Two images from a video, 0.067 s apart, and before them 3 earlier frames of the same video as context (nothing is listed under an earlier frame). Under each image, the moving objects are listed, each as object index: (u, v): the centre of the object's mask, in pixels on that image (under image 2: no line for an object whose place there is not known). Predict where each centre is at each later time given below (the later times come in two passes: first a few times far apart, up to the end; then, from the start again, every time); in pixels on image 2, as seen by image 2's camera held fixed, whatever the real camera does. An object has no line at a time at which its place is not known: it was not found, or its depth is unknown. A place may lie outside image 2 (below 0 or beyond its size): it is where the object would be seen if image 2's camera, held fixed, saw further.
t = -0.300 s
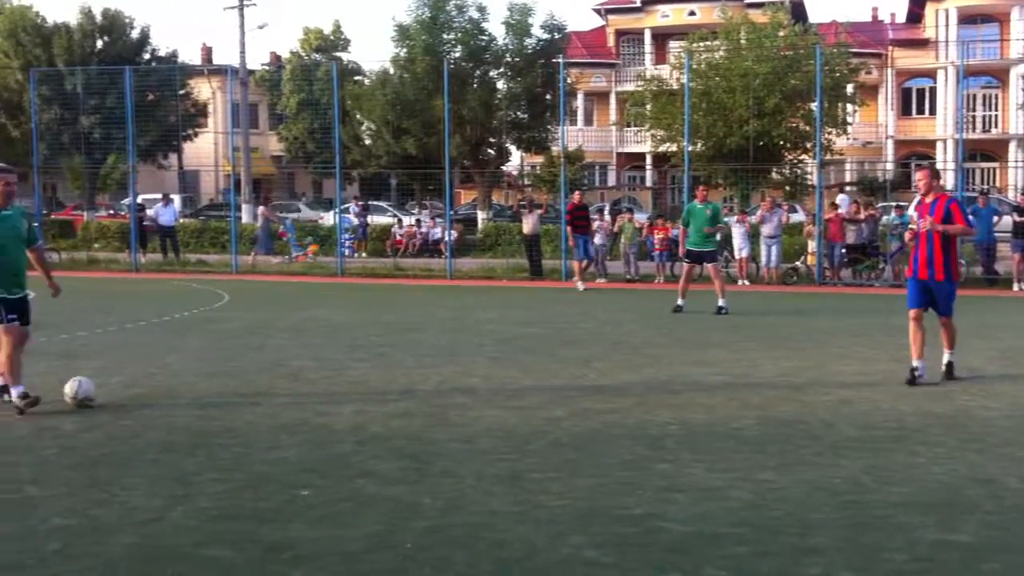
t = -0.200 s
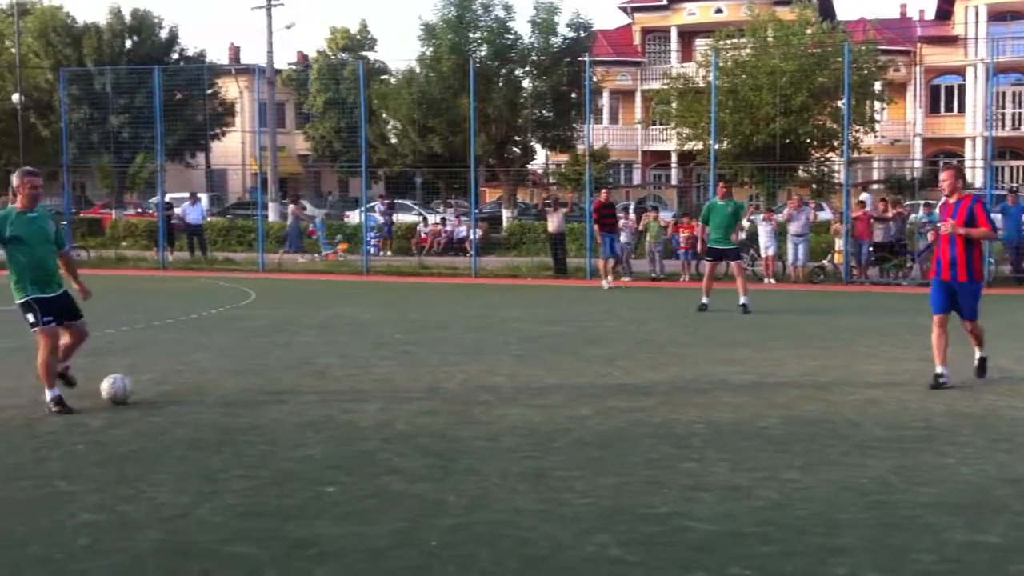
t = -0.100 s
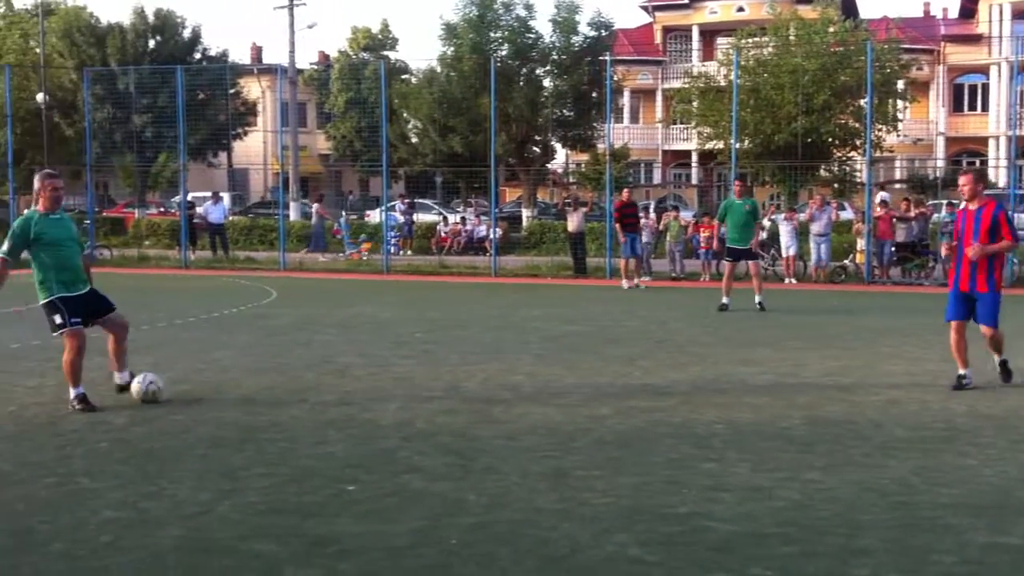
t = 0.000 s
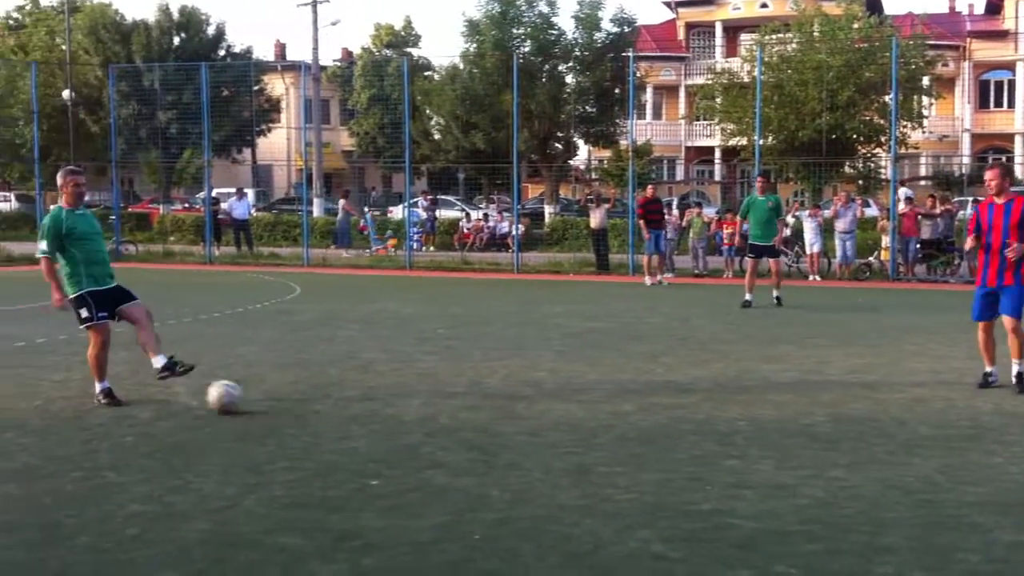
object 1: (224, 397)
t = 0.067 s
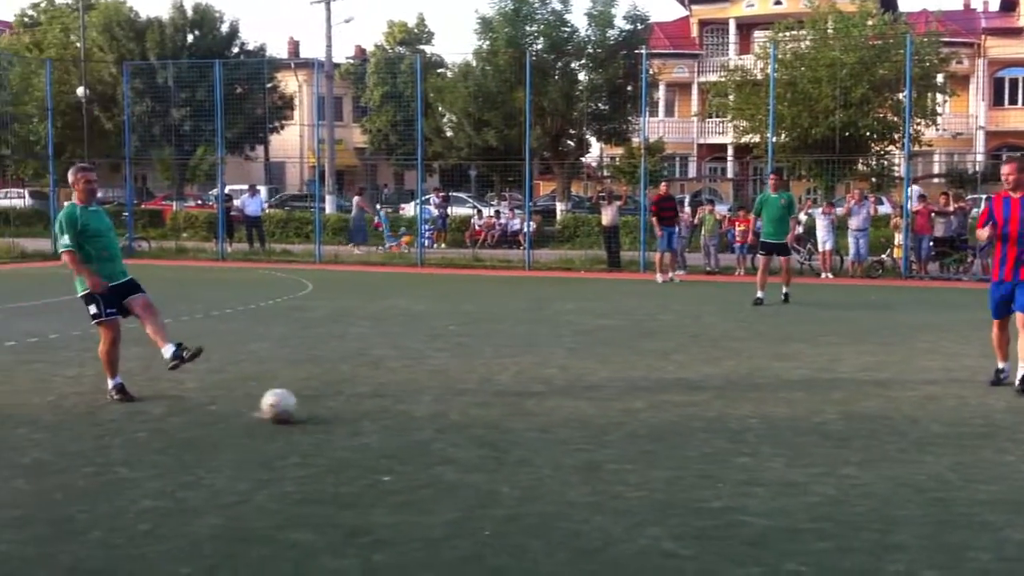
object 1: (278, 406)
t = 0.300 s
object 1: (449, 455)
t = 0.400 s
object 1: (532, 479)
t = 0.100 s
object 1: (300, 412)
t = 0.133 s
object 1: (324, 419)
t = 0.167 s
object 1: (348, 425)
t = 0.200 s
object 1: (372, 432)
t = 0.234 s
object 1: (396, 439)
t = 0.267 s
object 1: (422, 447)
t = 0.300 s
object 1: (449, 455)
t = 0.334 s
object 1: (475, 464)
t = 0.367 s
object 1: (503, 470)
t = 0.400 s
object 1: (532, 479)
